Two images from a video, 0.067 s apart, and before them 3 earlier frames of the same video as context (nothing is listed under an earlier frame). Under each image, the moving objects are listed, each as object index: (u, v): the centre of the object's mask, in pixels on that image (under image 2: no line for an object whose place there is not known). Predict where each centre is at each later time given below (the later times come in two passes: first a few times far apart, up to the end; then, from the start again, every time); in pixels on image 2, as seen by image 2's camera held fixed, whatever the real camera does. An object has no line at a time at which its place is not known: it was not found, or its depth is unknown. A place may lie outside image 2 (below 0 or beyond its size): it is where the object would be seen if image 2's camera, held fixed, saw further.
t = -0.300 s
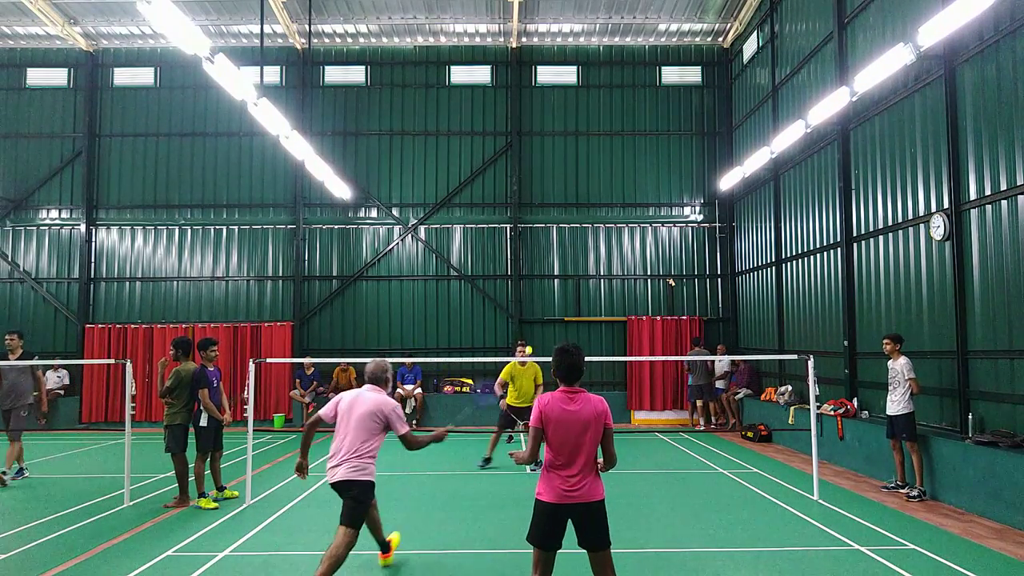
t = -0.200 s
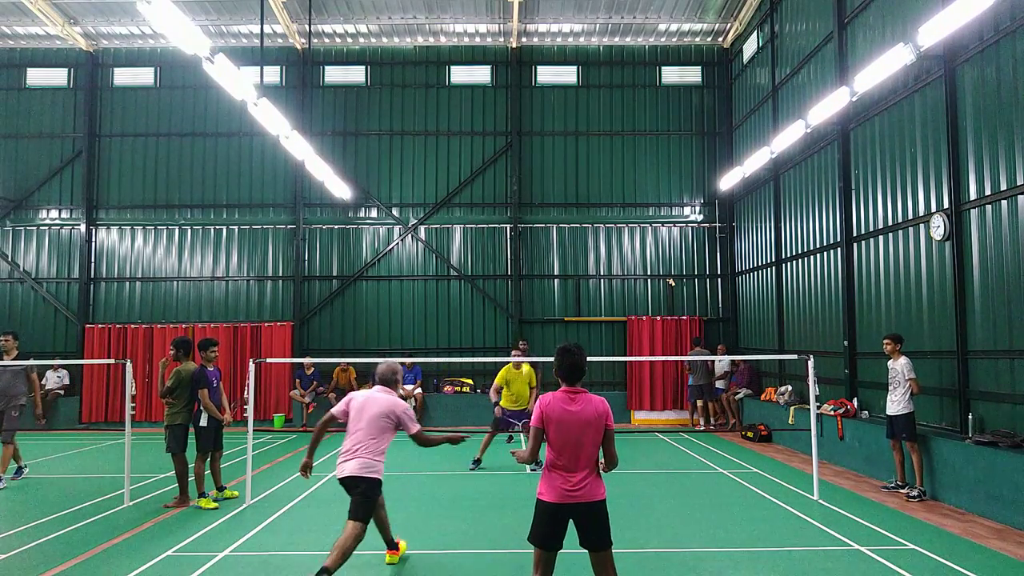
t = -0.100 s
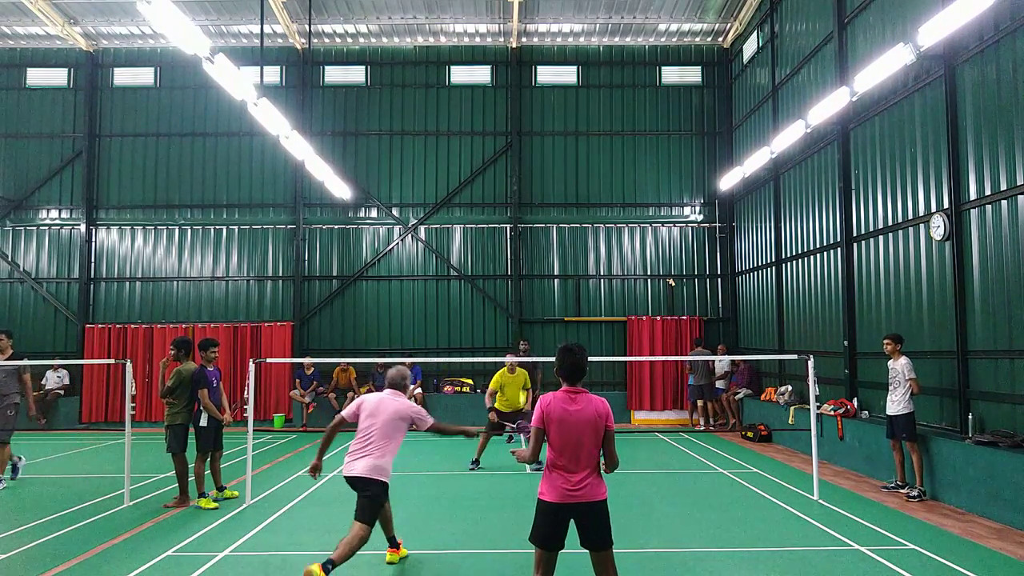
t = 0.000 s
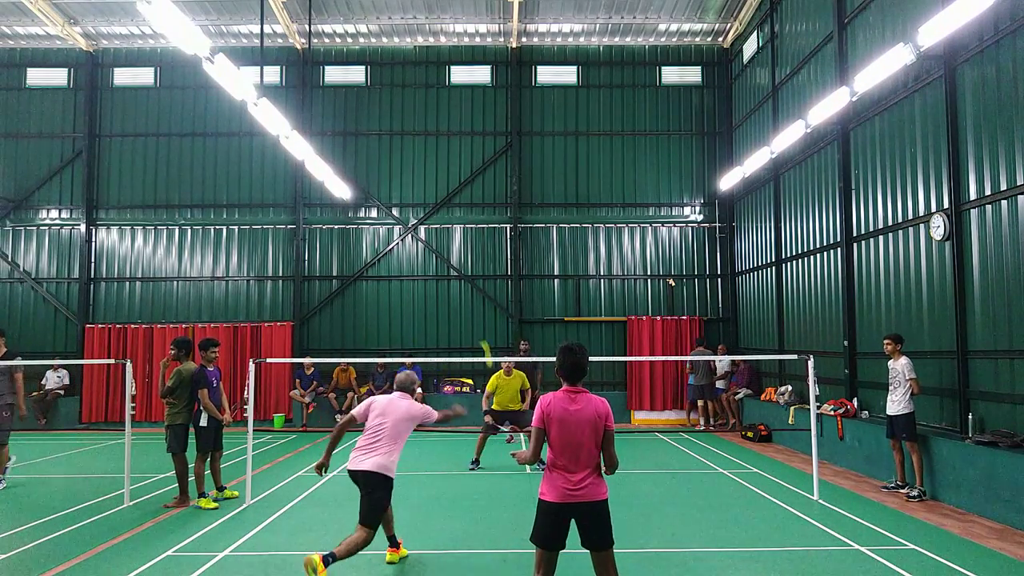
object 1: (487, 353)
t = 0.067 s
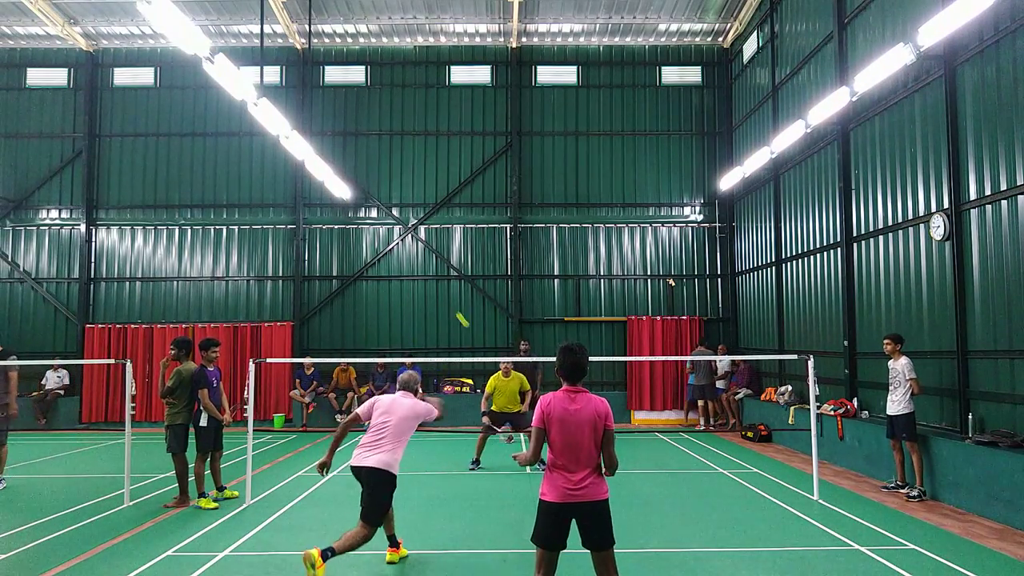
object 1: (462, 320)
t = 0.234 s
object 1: (429, 284)
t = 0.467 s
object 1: (406, 284)
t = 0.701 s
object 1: (394, 312)
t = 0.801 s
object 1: (390, 329)
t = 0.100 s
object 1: (454, 308)
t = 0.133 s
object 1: (447, 299)
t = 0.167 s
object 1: (440, 292)
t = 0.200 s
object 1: (434, 287)
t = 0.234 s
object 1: (429, 284)
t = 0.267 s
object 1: (425, 282)
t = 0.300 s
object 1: (421, 280)
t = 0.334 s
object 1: (418, 280)
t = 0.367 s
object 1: (415, 280)
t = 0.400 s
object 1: (412, 281)
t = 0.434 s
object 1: (409, 282)
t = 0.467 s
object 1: (406, 284)
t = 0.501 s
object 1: (404, 287)
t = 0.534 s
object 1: (402, 290)
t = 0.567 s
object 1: (400, 294)
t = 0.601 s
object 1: (399, 298)
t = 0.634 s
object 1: (397, 302)
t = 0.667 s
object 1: (395, 307)
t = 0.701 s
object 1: (394, 312)
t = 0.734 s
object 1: (392, 318)
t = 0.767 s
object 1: (391, 324)
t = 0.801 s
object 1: (390, 329)
